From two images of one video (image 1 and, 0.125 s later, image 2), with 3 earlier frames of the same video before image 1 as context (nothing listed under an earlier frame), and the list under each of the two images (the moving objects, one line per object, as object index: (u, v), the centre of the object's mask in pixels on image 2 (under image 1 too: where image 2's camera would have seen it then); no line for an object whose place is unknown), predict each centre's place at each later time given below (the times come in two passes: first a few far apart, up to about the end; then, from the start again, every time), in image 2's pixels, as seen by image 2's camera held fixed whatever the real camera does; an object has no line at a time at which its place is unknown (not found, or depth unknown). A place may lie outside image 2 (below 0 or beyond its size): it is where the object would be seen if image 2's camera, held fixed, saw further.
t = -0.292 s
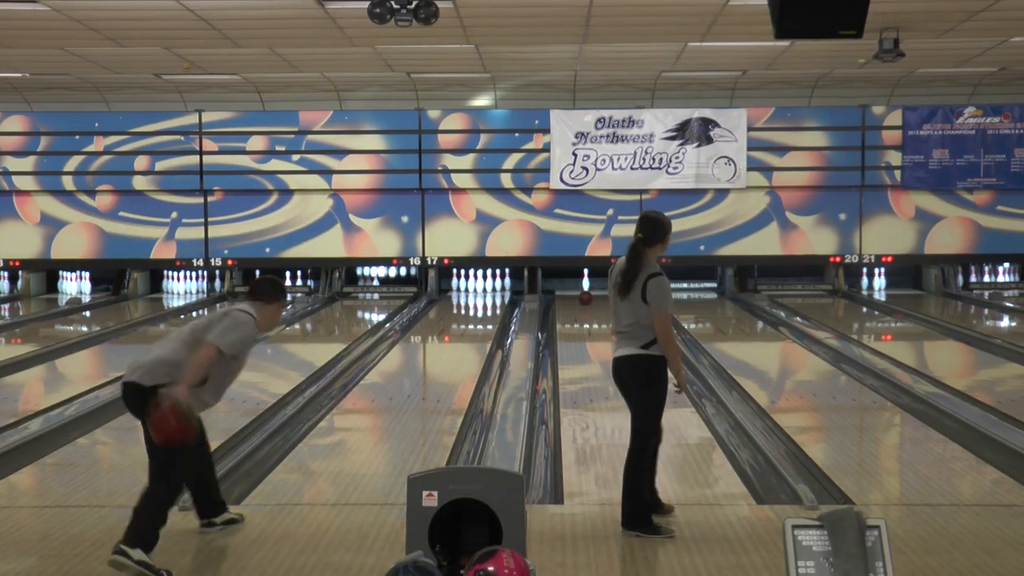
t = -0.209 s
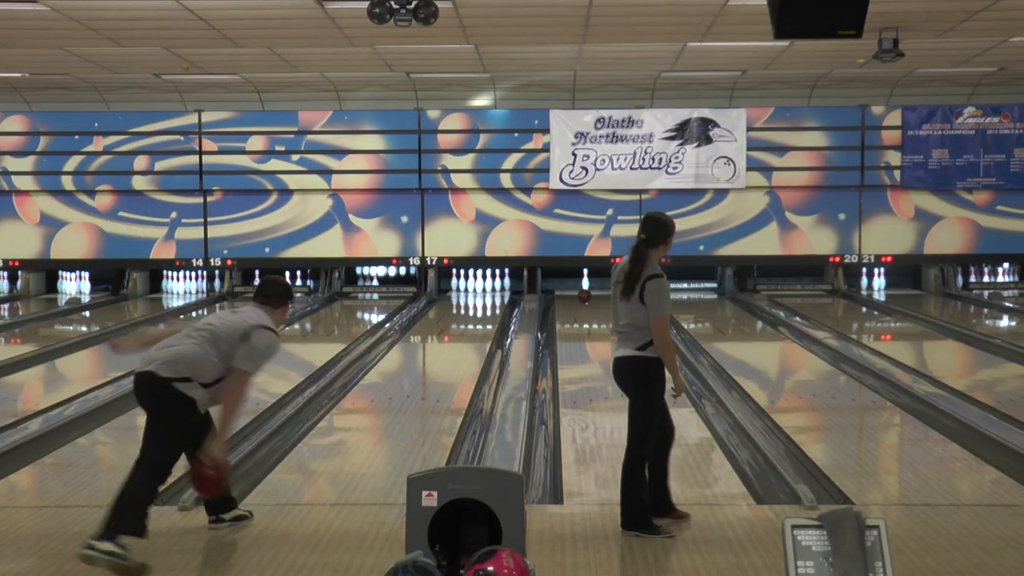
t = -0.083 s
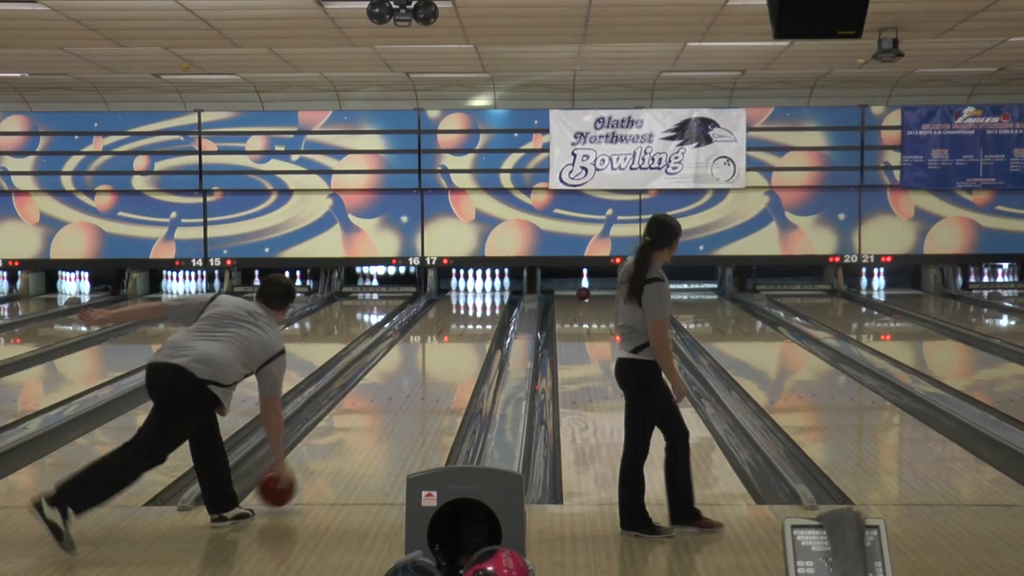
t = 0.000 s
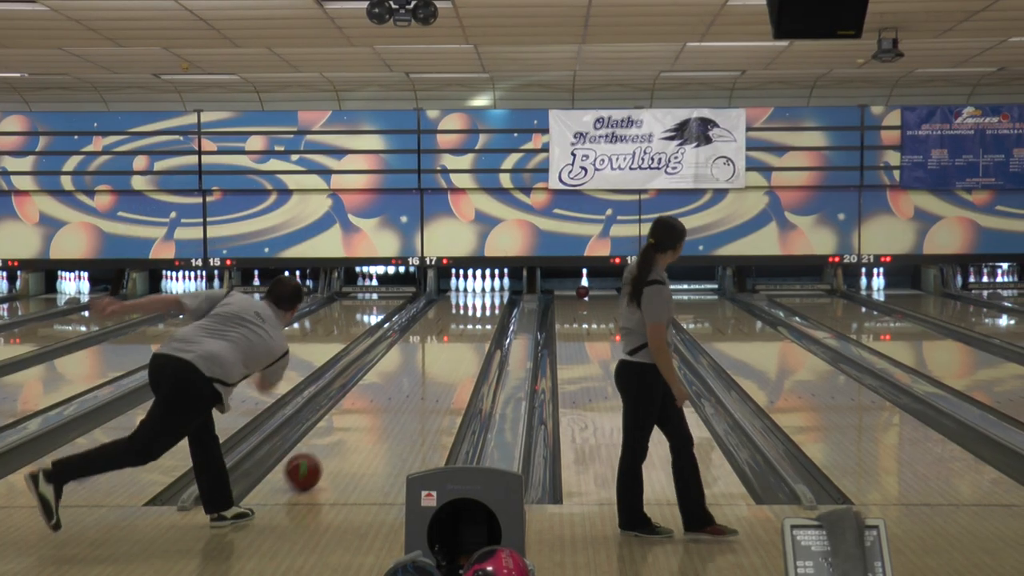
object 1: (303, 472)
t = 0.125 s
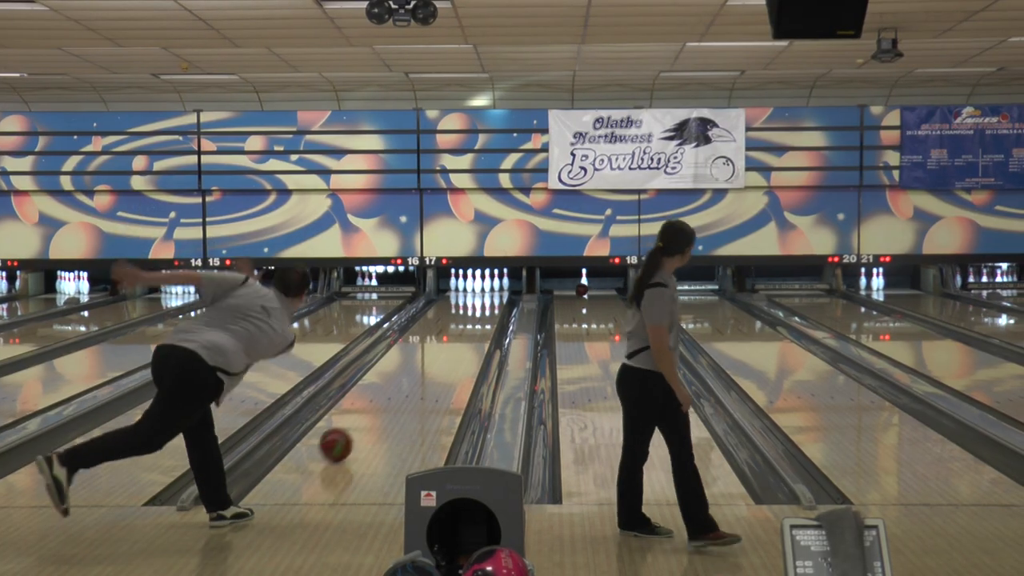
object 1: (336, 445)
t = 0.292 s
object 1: (371, 415)
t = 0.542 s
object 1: (410, 383)
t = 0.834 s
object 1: (443, 355)
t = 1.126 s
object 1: (466, 334)
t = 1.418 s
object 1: (482, 318)
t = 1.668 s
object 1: (490, 307)
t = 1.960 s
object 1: (491, 297)
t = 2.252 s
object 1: (486, 290)
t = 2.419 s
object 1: (484, 286)
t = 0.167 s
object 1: (345, 437)
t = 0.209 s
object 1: (355, 430)
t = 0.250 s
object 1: (363, 422)
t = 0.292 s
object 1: (371, 415)
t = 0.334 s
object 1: (379, 409)
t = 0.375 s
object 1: (385, 403)
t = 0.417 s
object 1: (392, 398)
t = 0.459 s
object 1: (398, 393)
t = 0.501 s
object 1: (404, 388)
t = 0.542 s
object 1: (410, 383)
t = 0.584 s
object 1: (416, 378)
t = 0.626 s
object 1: (421, 374)
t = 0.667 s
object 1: (426, 370)
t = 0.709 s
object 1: (430, 366)
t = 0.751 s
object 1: (435, 362)
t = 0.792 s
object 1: (439, 359)
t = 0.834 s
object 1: (443, 355)
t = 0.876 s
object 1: (447, 352)
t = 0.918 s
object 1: (450, 348)
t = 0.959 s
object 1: (454, 345)
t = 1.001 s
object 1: (457, 342)
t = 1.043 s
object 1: (460, 339)
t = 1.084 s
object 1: (463, 337)
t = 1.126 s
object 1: (466, 334)
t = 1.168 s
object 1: (469, 332)
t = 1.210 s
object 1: (471, 329)
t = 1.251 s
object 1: (474, 327)
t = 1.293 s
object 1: (476, 325)
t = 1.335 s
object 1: (478, 322)
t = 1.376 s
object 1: (480, 320)
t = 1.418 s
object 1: (482, 318)
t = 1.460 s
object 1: (484, 316)
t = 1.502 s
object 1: (486, 314)
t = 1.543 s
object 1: (488, 312)
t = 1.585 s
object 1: (488, 311)
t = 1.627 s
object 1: (489, 309)
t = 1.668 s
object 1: (490, 307)
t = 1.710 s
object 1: (491, 306)
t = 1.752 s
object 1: (491, 304)
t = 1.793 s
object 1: (492, 303)
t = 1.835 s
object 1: (492, 301)
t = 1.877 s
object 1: (492, 300)
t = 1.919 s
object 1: (491, 298)
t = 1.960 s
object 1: (491, 297)
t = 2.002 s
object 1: (491, 296)
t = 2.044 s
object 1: (490, 295)
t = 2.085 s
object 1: (490, 294)
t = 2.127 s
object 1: (489, 293)
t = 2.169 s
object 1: (488, 292)
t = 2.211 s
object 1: (487, 291)
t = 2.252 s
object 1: (486, 290)
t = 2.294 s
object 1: (486, 289)
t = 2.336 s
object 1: (484, 288)
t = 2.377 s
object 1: (484, 287)
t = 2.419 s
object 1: (484, 286)
